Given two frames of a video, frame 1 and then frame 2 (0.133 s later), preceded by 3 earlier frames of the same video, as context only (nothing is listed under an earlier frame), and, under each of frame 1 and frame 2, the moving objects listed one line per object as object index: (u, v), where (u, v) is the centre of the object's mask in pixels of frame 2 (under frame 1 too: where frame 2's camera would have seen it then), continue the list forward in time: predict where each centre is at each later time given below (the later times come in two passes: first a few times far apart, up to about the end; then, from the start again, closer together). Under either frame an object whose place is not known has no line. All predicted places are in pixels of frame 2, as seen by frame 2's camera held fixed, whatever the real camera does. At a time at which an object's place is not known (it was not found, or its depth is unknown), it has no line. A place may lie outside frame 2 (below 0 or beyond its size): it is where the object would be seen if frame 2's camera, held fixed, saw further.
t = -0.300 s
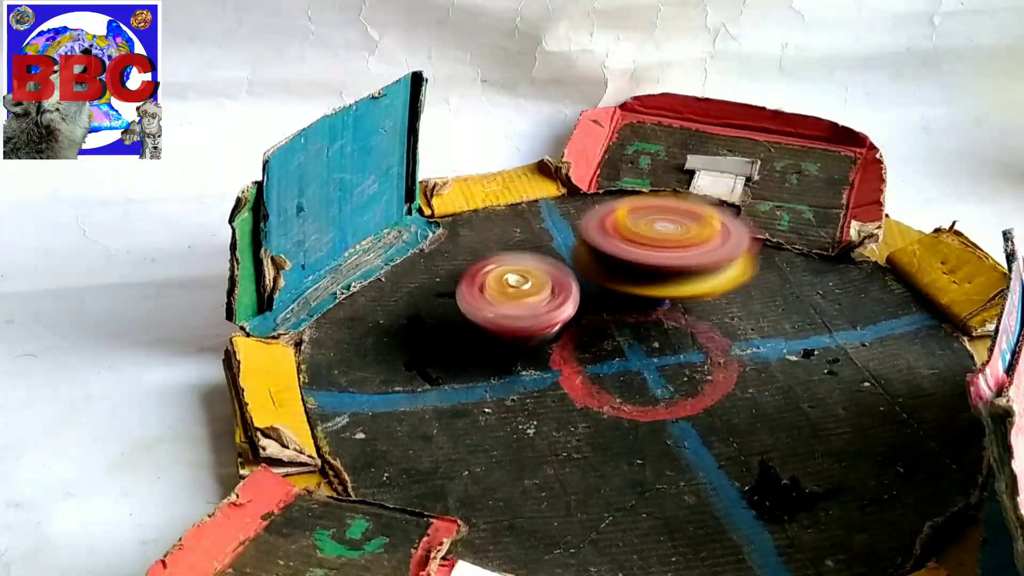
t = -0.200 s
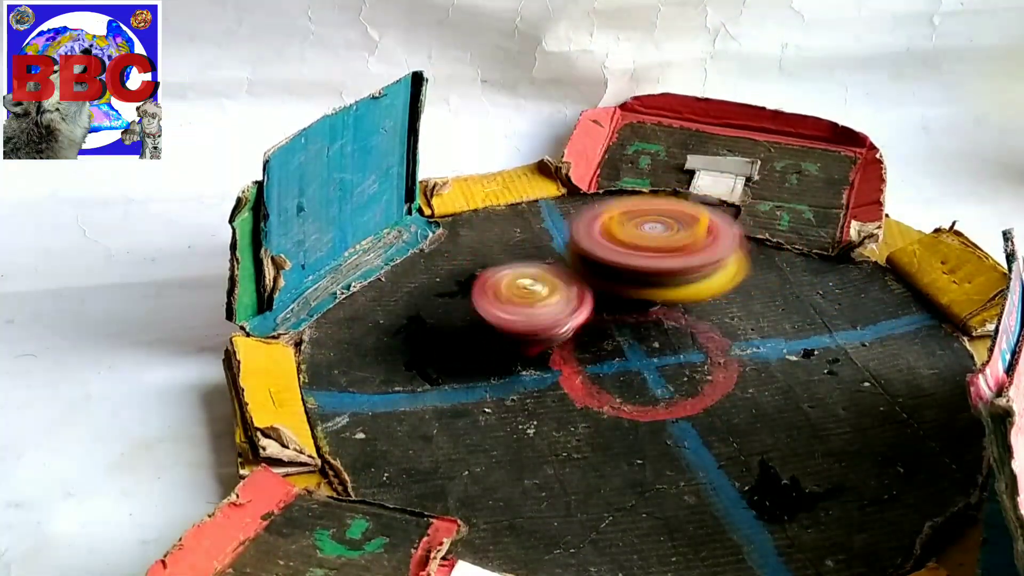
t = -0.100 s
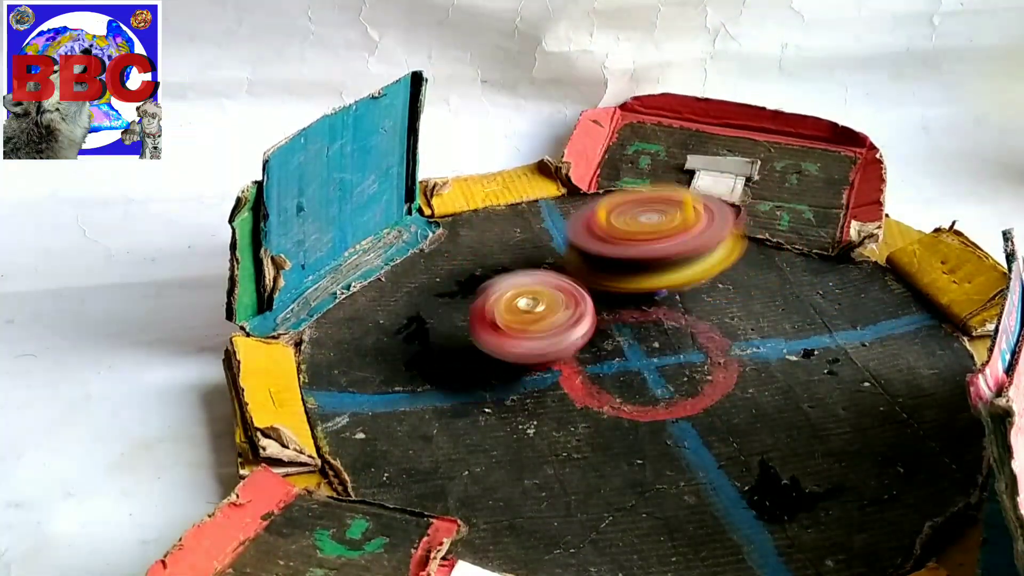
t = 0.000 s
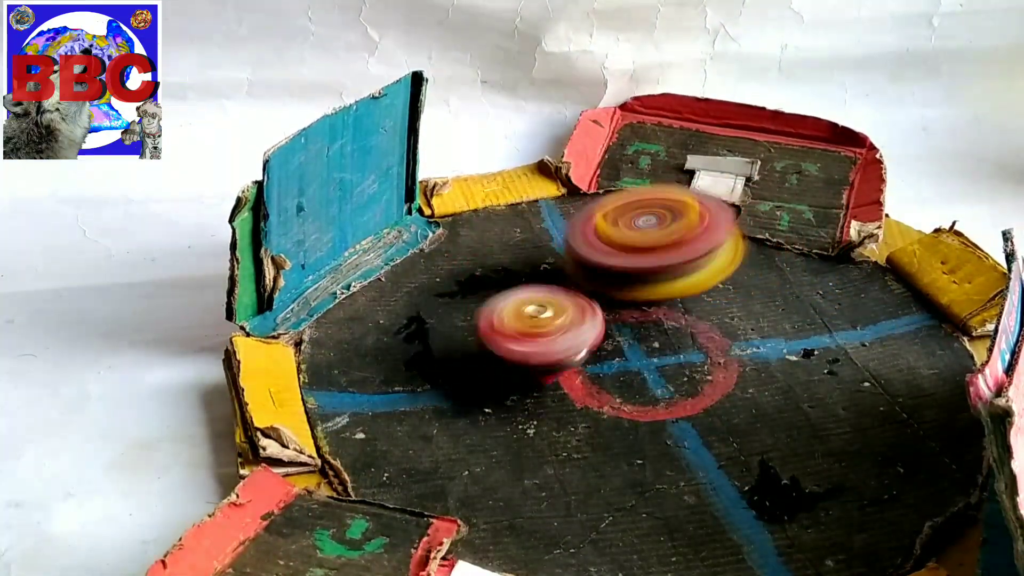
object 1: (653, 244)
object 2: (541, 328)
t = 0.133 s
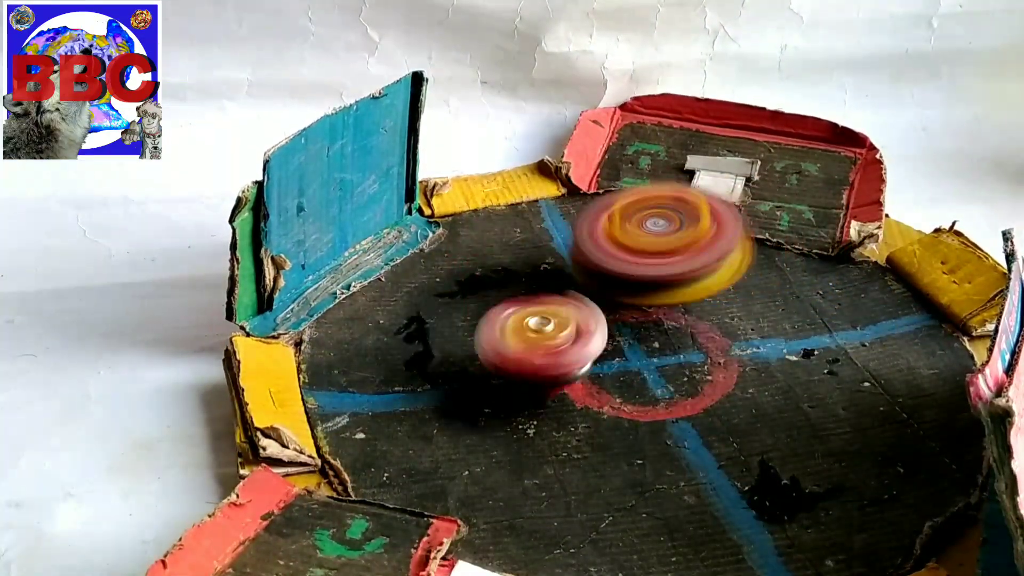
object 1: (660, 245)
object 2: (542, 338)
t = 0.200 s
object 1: (664, 245)
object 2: (543, 343)
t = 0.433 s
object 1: (652, 234)
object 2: (546, 347)
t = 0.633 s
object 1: (650, 234)
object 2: (540, 337)
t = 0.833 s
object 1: (628, 241)
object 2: (526, 337)
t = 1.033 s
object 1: (627, 248)
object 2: (546, 333)
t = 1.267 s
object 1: (616, 245)
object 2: (549, 355)
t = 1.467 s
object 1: (606, 240)
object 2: (536, 412)
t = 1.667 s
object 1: (590, 236)
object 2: (505, 458)
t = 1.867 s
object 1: (572, 240)
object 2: (484, 457)
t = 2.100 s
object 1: (571, 251)
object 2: (471, 413)
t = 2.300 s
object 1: (582, 257)
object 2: (496, 385)
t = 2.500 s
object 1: (600, 257)
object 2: (551, 357)
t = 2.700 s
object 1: (609, 256)
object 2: (619, 370)
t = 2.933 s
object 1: (598, 259)
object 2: (649, 414)
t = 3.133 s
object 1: (594, 250)
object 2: (654, 449)
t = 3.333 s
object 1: (604, 253)
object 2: (652, 450)
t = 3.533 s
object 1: (616, 258)
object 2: (655, 422)
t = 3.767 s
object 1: (626, 261)
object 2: (675, 390)
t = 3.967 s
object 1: (625, 251)
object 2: (710, 402)
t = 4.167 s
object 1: (611, 267)
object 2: (715, 390)
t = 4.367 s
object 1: (622, 262)
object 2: (715, 402)
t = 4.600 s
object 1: (605, 245)
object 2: (706, 403)
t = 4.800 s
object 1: (621, 268)
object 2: (707, 403)
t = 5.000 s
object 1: (624, 260)
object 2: (707, 403)
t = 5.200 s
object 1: (617, 245)
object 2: (707, 403)
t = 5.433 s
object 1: (630, 242)
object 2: (707, 404)
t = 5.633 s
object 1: (662, 253)
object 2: (707, 404)
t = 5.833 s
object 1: (653, 247)
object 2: (707, 404)
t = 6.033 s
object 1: (627, 242)
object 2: (707, 404)
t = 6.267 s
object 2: (707, 404)
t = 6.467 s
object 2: (707, 403)
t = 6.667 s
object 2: (707, 403)
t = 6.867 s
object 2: (707, 403)
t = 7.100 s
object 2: (707, 403)
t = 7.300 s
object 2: (707, 403)
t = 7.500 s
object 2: (707, 404)
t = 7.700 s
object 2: (707, 404)
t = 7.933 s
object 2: (707, 404)
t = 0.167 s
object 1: (662, 246)
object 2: (547, 341)
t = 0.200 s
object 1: (664, 245)
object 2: (543, 343)
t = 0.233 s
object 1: (664, 242)
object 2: (546, 345)
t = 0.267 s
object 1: (662, 241)
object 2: (545, 347)
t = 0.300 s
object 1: (662, 241)
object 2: (545, 346)
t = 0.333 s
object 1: (660, 239)
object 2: (544, 349)
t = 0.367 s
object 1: (658, 237)
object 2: (545, 348)
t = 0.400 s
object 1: (654, 234)
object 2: (548, 348)
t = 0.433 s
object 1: (652, 234)
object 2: (546, 347)
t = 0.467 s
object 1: (651, 234)
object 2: (545, 346)
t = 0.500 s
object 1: (652, 234)
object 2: (543, 346)
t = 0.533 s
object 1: (652, 233)
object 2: (544, 343)
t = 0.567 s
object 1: (652, 234)
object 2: (542, 342)
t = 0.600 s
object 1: (651, 234)
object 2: (541, 339)
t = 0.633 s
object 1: (650, 234)
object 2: (540, 337)
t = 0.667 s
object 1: (645, 234)
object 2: (533, 337)
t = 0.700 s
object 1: (641, 236)
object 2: (534, 333)
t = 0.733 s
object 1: (637, 237)
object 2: (531, 335)
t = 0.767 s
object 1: (638, 238)
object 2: (527, 333)
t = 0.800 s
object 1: (633, 239)
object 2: (529, 337)
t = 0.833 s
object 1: (628, 241)
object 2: (526, 337)
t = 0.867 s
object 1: (629, 242)
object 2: (533, 338)
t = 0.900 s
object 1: (629, 244)
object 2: (533, 338)
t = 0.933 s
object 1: (628, 246)
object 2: (536, 336)
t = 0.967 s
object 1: (628, 246)
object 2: (539, 336)
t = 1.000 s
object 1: (629, 246)
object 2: (543, 334)
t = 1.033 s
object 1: (627, 248)
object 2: (546, 333)
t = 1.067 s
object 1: (628, 250)
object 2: (548, 334)
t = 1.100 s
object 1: (631, 250)
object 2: (544, 331)
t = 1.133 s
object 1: (631, 253)
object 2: (549, 330)
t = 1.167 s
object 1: (627, 250)
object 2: (547, 335)
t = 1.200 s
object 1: (626, 250)
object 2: (546, 336)
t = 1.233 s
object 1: (622, 250)
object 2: (554, 343)
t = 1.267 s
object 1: (616, 245)
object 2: (549, 355)
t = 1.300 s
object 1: (609, 247)
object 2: (554, 364)
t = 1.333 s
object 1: (611, 246)
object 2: (554, 372)
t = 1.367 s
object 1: (611, 246)
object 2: (550, 382)
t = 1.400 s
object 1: (611, 242)
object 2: (545, 392)
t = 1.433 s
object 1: (608, 241)
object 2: (543, 400)
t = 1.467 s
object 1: (606, 240)
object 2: (536, 412)
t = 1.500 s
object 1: (605, 239)
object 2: (528, 420)
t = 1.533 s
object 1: (602, 237)
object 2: (526, 428)
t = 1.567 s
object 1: (597, 238)
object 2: (518, 437)
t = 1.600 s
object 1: (595, 237)
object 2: (514, 445)
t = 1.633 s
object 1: (592, 237)
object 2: (508, 452)
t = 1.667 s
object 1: (590, 236)
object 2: (505, 458)
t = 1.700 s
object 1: (586, 237)
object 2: (501, 462)
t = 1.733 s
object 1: (584, 237)
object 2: (496, 463)
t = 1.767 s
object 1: (582, 237)
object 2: (498, 462)
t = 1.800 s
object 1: (578, 236)
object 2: (489, 462)
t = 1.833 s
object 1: (574, 238)
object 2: (488, 460)
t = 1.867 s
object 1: (572, 240)
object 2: (484, 457)
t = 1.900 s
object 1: (572, 241)
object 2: (479, 452)
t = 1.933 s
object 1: (570, 241)
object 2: (478, 449)
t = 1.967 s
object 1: (568, 241)
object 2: (474, 442)
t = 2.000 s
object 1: (565, 244)
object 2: (473, 435)
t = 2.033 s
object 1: (567, 247)
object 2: (470, 429)
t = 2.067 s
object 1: (569, 250)
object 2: (469, 423)
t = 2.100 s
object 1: (571, 251)
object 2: (471, 413)
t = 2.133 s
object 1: (573, 252)
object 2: (474, 411)
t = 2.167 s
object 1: (575, 253)
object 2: (473, 405)
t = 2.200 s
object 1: (575, 251)
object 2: (480, 396)
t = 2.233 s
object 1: (574, 255)
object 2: (489, 392)
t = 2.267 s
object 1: (577, 255)
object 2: (492, 390)
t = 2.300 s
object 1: (582, 257)
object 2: (496, 385)
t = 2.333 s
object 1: (586, 256)
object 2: (504, 377)
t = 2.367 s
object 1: (589, 259)
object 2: (515, 367)
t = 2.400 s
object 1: (595, 257)
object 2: (532, 364)
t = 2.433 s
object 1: (593, 258)
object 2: (542, 363)
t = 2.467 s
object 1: (597, 255)
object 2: (545, 361)
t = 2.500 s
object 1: (600, 257)
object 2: (551, 357)
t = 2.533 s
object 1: (607, 256)
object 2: (562, 353)
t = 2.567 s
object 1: (606, 256)
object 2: (577, 350)
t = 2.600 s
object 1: (604, 255)
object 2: (594, 356)
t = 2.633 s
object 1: (598, 255)
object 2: (606, 360)
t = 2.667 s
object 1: (600, 254)
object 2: (613, 364)
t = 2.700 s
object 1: (609, 256)
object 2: (619, 370)
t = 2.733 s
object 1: (610, 256)
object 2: (624, 371)
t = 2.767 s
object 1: (613, 255)
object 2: (632, 374)
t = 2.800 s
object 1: (597, 254)
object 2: (639, 380)
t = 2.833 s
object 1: (591, 256)
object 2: (643, 389)
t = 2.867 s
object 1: (593, 257)
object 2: (650, 399)
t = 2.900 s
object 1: (596, 256)
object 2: (650, 409)
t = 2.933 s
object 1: (598, 259)
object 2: (649, 414)
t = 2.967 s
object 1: (593, 253)
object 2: (654, 419)
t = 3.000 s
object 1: (588, 251)
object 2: (658, 428)
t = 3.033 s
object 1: (590, 252)
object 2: (654, 436)
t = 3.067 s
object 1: (591, 254)
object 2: (656, 440)
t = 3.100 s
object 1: (595, 254)
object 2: (658, 447)
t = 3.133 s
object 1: (594, 250)
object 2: (654, 449)
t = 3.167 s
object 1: (593, 251)
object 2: (657, 451)
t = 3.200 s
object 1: (595, 248)
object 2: (656, 456)
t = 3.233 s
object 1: (595, 250)
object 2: (651, 452)
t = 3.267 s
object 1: (596, 252)
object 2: (657, 451)
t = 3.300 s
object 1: (601, 252)
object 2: (658, 452)
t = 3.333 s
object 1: (604, 253)
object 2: (652, 450)
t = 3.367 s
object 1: (607, 250)
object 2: (650, 443)
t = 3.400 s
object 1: (603, 252)
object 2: (652, 443)
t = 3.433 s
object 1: (604, 254)
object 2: (655, 442)
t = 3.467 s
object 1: (609, 255)
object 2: (652, 436)
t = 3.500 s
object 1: (615, 255)
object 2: (653, 428)
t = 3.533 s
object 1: (616, 258)
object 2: (655, 422)
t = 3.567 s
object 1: (615, 257)
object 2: (655, 413)
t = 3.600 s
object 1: (618, 256)
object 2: (661, 410)
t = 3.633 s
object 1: (619, 260)
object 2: (662, 407)
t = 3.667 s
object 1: (618, 261)
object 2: (663, 405)
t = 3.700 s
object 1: (618, 263)
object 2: (662, 402)
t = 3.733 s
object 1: (623, 261)
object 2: (667, 395)
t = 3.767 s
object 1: (626, 261)
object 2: (675, 390)
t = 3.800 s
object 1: (626, 263)
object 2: (686, 385)
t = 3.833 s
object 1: (627, 261)
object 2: (700, 387)
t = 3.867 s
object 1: (628, 262)
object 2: (709, 400)
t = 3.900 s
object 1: (631, 259)
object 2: (709, 406)
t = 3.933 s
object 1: (626, 253)
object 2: (710, 407)
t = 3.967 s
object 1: (625, 251)
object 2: (710, 402)
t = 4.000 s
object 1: (623, 246)
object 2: (715, 396)
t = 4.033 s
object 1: (610, 248)
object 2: (718, 396)
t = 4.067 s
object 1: (604, 253)
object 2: (718, 395)
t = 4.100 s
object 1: (605, 256)
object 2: (719, 398)
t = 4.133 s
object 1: (606, 263)
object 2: (716, 394)
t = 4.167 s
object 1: (611, 267)
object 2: (715, 390)
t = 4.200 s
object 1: (620, 266)
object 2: (709, 391)
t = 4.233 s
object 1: (623, 266)
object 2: (708, 390)
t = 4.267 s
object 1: (623, 266)
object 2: (708, 390)
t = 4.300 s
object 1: (625, 262)
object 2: (714, 397)
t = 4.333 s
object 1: (627, 261)
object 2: (716, 404)
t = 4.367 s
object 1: (622, 262)
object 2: (715, 402)
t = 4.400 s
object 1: (625, 261)
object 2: (709, 395)
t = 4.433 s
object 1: (625, 261)
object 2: (705, 393)
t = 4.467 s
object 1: (626, 258)
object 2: (703, 392)
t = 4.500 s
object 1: (629, 253)
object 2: (704, 396)
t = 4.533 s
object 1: (623, 249)
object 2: (702, 399)
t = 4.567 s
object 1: (616, 247)
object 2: (703, 402)
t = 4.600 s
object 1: (605, 245)
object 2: (706, 403)
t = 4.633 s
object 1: (595, 256)
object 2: (707, 403)
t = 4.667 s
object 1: (595, 262)
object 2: (707, 403)
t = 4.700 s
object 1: (603, 274)
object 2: (707, 403)
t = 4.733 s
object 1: (608, 275)
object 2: (707, 403)
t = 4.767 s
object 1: (617, 271)
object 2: (707, 403)
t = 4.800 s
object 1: (621, 268)
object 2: (707, 403)
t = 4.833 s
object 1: (622, 261)
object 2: (707, 403)
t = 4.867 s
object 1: (617, 260)
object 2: (707, 403)
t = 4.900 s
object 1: (615, 259)
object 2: (707, 403)
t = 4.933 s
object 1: (620, 261)
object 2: (707, 403)
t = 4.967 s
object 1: (621, 259)
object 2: (707, 403)
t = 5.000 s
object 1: (624, 260)
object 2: (707, 403)
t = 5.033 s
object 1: (627, 257)
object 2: (707, 403)
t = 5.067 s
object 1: (633, 253)
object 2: (707, 403)
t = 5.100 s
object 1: (625, 246)
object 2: (707, 403)
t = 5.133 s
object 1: (623, 246)
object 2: (707, 403)
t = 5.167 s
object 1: (619, 247)
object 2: (707, 403)
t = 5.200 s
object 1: (617, 245)
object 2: (707, 403)
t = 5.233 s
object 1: (616, 244)
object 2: (707, 403)
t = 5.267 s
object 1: (611, 245)
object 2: (707, 404)
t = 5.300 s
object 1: (607, 252)
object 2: (707, 403)
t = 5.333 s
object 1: (612, 244)
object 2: (707, 404)
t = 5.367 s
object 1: (614, 244)
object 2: (707, 404)
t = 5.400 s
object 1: (623, 241)
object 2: (707, 404)
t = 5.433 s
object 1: (630, 242)
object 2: (707, 404)
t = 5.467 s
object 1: (640, 242)
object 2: (707, 404)
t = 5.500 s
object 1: (647, 244)
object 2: (707, 404)
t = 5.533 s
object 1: (653, 246)
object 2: (707, 404)
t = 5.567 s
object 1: (657, 249)
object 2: (707, 404)
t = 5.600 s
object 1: (660, 251)
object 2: (707, 404)
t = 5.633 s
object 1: (662, 253)
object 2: (707, 404)
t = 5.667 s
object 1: (662, 253)
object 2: (707, 404)
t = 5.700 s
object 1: (662, 253)
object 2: (707, 404)
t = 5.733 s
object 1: (660, 252)
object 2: (707, 404)
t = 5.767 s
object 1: (658, 250)
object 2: (707, 404)
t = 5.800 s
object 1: (656, 249)
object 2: (707, 404)
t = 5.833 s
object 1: (653, 247)
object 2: (707, 404)
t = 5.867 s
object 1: (650, 246)
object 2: (707, 404)
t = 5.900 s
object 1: (646, 244)
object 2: (707, 404)
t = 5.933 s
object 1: (643, 243)
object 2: (707, 404)
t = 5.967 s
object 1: (638, 242)
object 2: (707, 404)
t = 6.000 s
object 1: (633, 242)
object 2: (707, 404)
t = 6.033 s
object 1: (627, 242)
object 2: (707, 404)
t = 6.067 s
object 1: (619, 243)
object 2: (707, 404)
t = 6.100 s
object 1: (613, 246)
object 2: (707, 404)
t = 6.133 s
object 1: (610, 248)
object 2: (707, 404)
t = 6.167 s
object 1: (608, 249)
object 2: (707, 404)
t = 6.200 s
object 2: (707, 404)
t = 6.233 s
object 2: (707, 404)
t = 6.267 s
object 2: (707, 404)
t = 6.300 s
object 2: (707, 404)
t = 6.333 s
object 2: (707, 404)
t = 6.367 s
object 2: (707, 404)
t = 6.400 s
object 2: (707, 404)
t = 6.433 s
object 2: (707, 404)
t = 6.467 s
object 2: (707, 403)
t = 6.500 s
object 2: (707, 403)
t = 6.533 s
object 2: (707, 403)
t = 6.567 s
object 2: (707, 403)
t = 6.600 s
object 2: (707, 403)
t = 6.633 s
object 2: (707, 403)
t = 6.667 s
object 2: (707, 403)
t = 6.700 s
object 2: (707, 403)
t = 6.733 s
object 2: (707, 403)
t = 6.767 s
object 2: (707, 403)
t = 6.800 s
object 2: (707, 403)
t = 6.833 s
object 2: (707, 403)
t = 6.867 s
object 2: (707, 403)
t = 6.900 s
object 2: (707, 403)
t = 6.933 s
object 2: (707, 403)
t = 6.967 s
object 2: (707, 403)
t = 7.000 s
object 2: (707, 403)
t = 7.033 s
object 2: (707, 403)
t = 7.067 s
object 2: (707, 403)
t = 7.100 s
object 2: (707, 403)
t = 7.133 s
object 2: (707, 403)
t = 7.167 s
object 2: (707, 403)
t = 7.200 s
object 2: (707, 403)
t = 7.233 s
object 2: (707, 403)
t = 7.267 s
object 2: (707, 403)
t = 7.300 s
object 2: (707, 403)
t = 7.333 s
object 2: (707, 404)
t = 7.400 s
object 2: (707, 404)
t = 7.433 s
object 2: (707, 404)
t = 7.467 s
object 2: (707, 404)
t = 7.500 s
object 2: (707, 404)
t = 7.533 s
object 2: (707, 404)
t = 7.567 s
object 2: (707, 404)
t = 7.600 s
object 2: (707, 404)
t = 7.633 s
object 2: (707, 404)
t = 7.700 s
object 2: (707, 404)
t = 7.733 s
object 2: (707, 404)
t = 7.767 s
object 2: (707, 404)
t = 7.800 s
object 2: (707, 404)
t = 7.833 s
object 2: (707, 404)
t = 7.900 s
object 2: (707, 404)
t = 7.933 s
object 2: (707, 404)
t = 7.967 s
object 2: (707, 404)
